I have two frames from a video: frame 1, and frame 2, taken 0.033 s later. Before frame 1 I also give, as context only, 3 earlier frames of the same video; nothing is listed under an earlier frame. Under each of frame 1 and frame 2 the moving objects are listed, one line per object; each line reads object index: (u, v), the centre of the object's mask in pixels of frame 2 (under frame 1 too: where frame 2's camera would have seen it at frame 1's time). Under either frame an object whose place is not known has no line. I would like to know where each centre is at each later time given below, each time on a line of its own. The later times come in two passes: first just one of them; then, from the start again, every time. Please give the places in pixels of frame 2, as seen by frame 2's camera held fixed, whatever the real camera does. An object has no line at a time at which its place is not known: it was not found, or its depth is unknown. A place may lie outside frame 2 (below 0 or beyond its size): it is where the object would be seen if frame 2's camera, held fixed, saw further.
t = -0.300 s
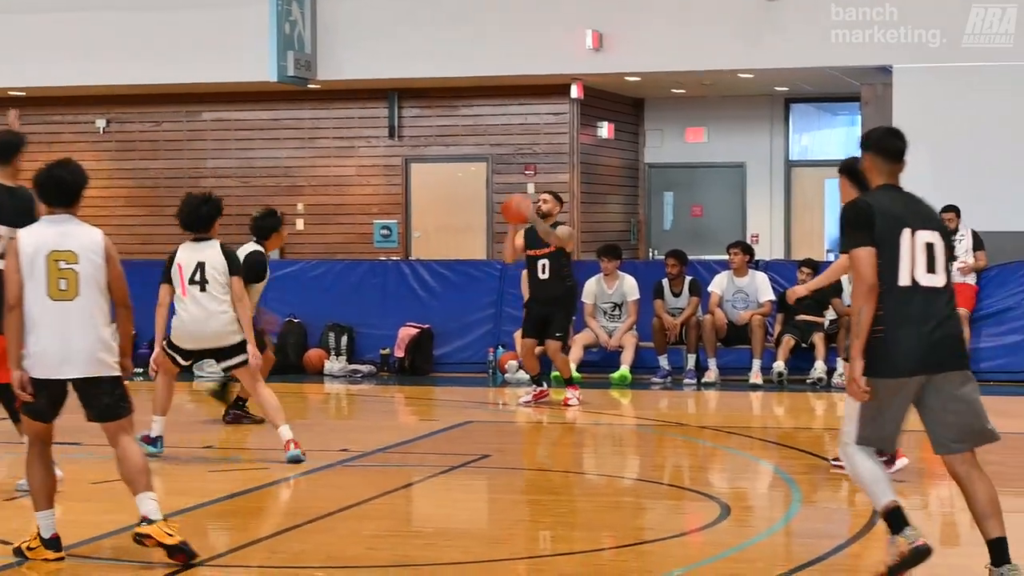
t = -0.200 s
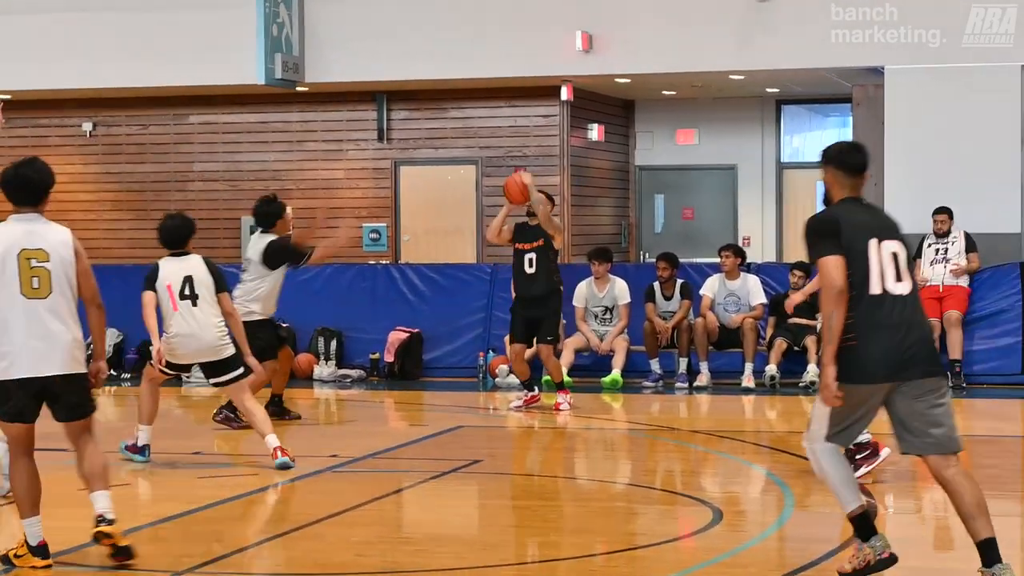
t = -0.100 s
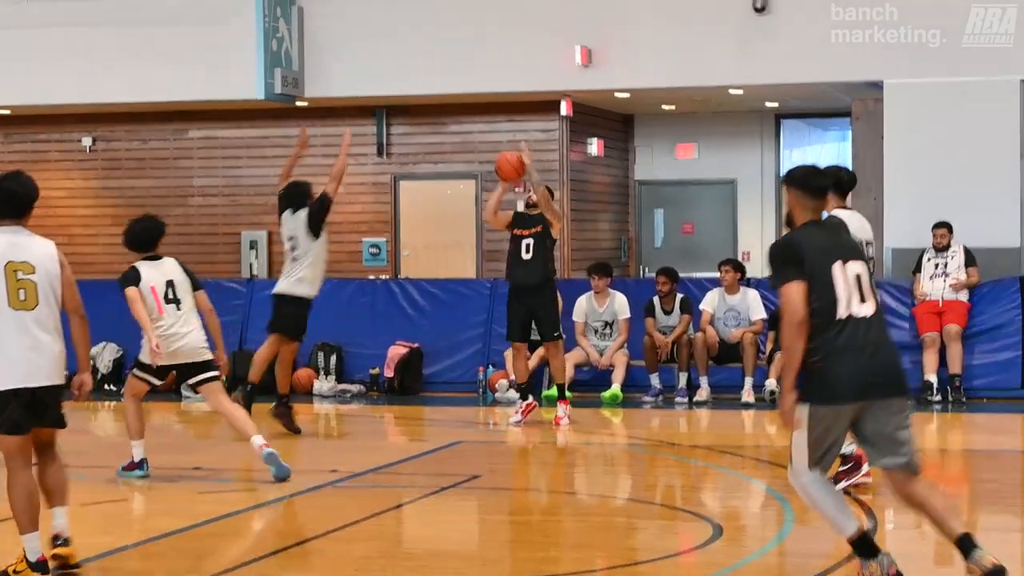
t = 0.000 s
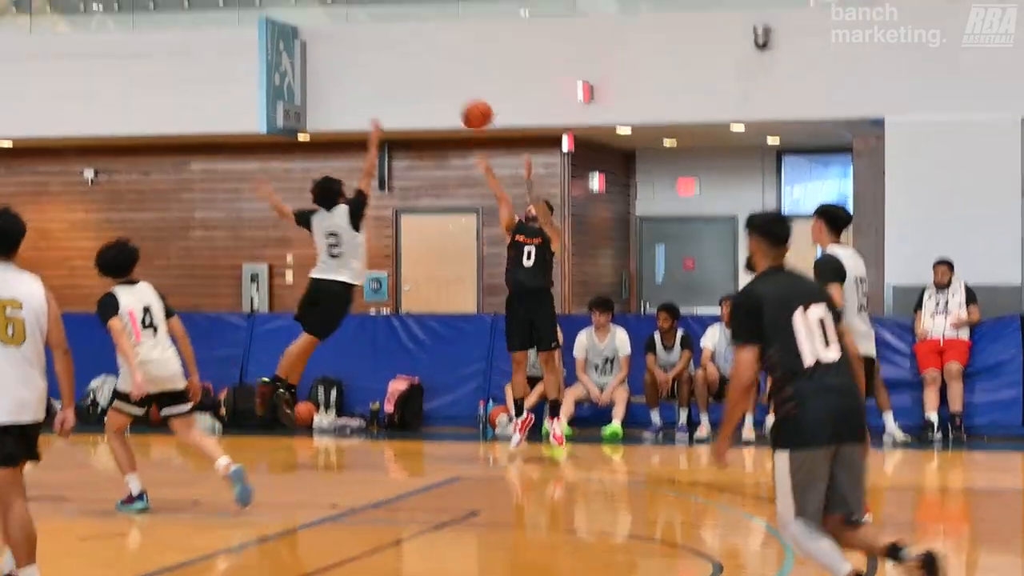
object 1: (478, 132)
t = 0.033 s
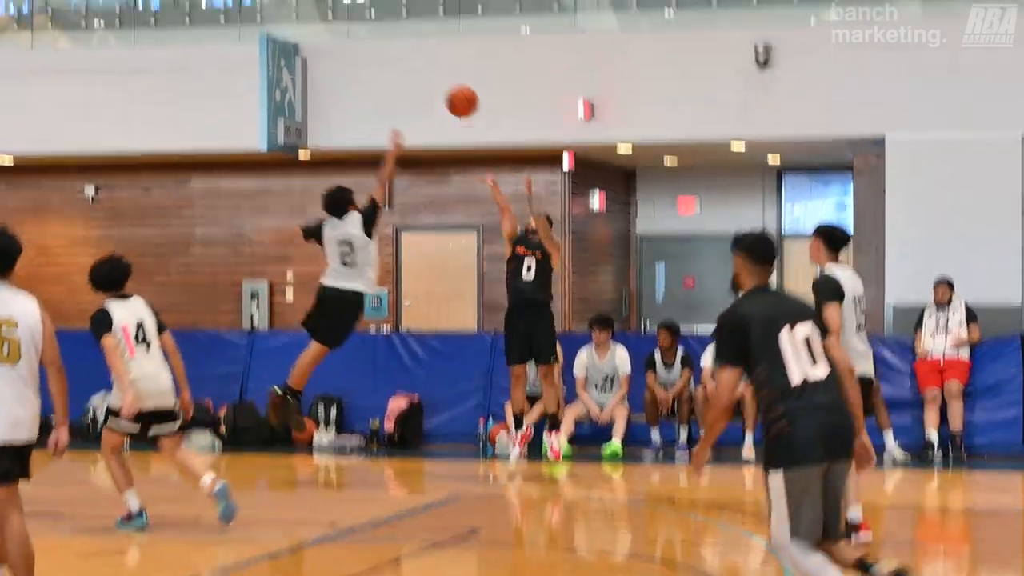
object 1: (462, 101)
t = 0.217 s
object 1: (371, -59)
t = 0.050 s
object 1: (454, 85)
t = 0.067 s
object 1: (446, 70)
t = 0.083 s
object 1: (438, 55)
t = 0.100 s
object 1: (429, 40)
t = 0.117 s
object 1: (421, 24)
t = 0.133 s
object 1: (413, 9)
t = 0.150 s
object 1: (404, -5)
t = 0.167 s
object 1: (395, -19)
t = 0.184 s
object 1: (387, -34)
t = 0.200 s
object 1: (380, -46)
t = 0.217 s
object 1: (371, -59)
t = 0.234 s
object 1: (363, -72)
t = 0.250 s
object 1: (353, -86)
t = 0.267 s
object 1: (343, -100)
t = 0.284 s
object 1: (334, -110)
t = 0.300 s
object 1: (327, -122)
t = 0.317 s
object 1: (318, -134)
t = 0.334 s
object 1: (310, -145)
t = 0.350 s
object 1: (300, -156)
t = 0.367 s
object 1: (291, -167)
